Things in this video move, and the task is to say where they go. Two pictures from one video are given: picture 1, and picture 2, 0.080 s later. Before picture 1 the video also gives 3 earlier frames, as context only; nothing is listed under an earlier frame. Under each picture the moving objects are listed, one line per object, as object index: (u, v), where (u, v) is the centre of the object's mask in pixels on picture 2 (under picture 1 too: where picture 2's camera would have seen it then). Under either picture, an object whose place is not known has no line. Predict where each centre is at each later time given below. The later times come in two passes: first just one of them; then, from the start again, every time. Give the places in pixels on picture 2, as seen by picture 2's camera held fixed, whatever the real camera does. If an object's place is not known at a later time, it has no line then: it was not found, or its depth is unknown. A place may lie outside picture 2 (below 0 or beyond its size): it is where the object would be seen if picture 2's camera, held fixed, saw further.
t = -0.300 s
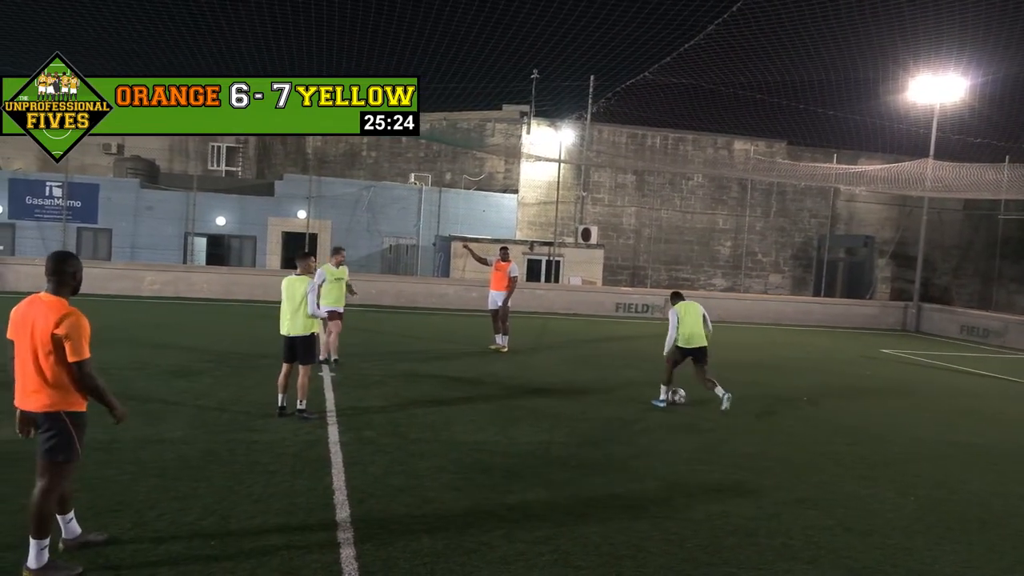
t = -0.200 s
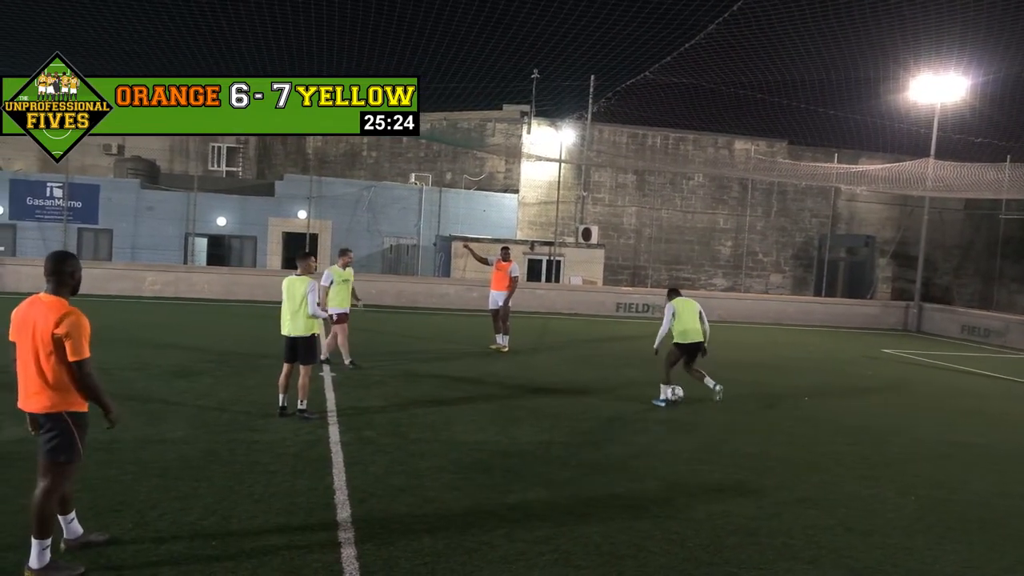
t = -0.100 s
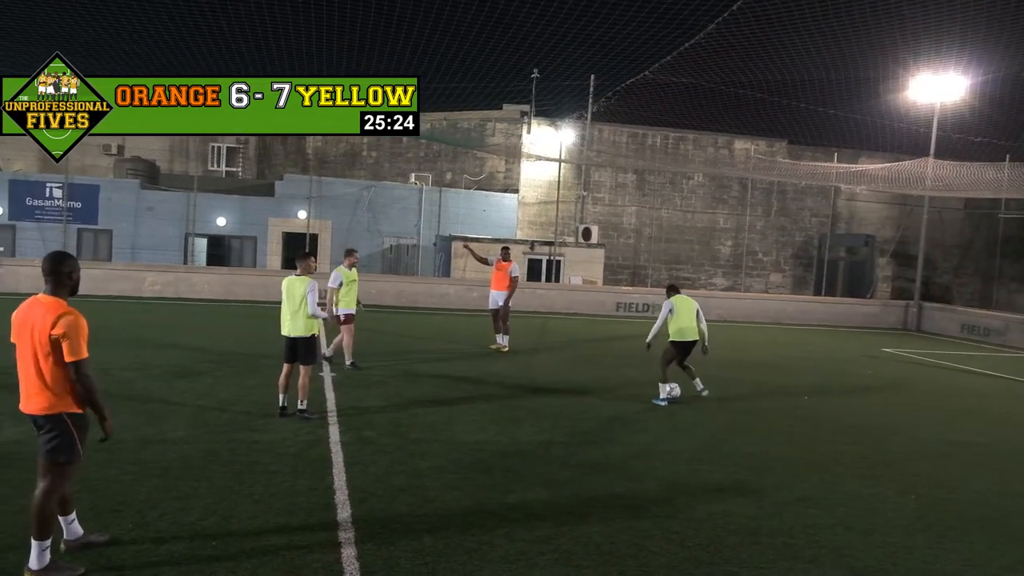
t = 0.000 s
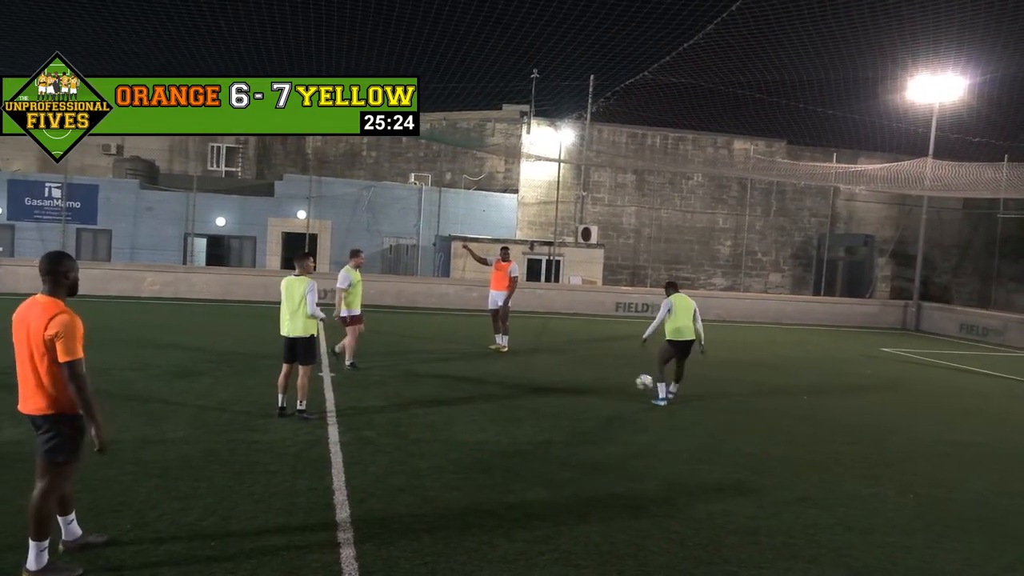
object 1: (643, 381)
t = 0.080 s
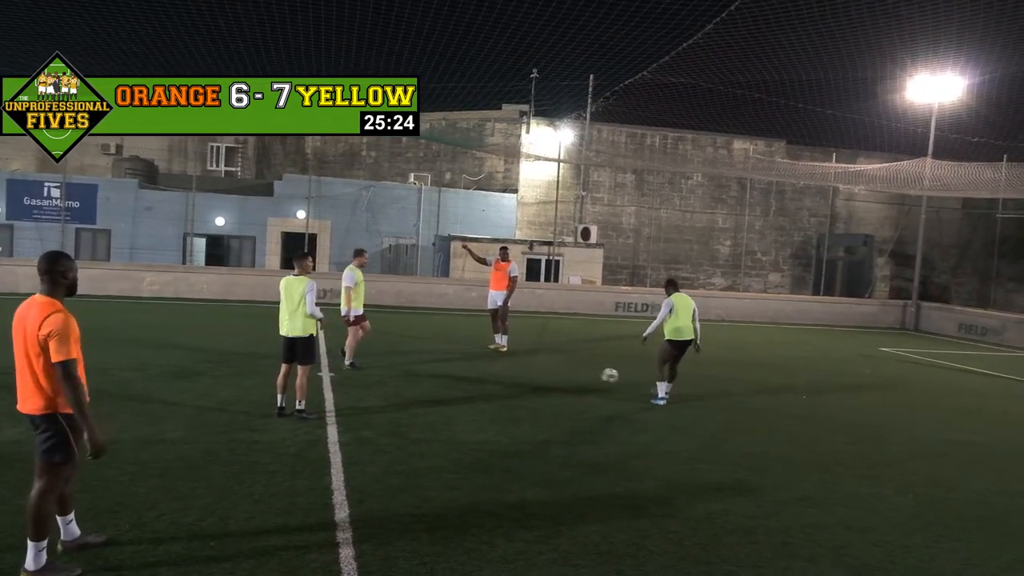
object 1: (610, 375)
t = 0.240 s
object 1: (548, 369)
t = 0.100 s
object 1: (601, 374)
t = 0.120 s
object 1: (593, 374)
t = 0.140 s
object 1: (584, 374)
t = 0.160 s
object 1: (576, 374)
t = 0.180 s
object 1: (569, 374)
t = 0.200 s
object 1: (561, 373)
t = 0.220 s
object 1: (554, 372)
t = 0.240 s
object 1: (548, 369)
